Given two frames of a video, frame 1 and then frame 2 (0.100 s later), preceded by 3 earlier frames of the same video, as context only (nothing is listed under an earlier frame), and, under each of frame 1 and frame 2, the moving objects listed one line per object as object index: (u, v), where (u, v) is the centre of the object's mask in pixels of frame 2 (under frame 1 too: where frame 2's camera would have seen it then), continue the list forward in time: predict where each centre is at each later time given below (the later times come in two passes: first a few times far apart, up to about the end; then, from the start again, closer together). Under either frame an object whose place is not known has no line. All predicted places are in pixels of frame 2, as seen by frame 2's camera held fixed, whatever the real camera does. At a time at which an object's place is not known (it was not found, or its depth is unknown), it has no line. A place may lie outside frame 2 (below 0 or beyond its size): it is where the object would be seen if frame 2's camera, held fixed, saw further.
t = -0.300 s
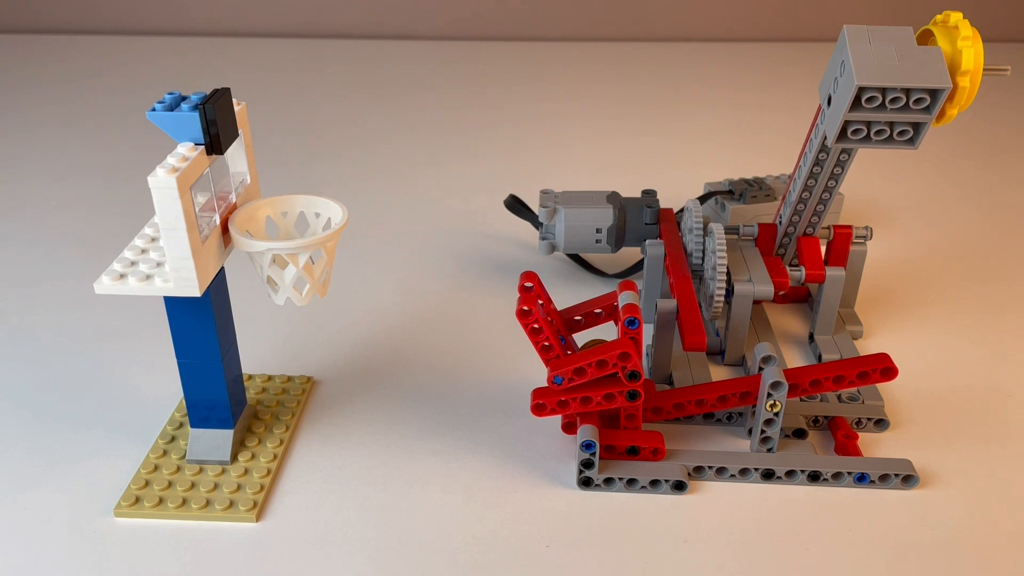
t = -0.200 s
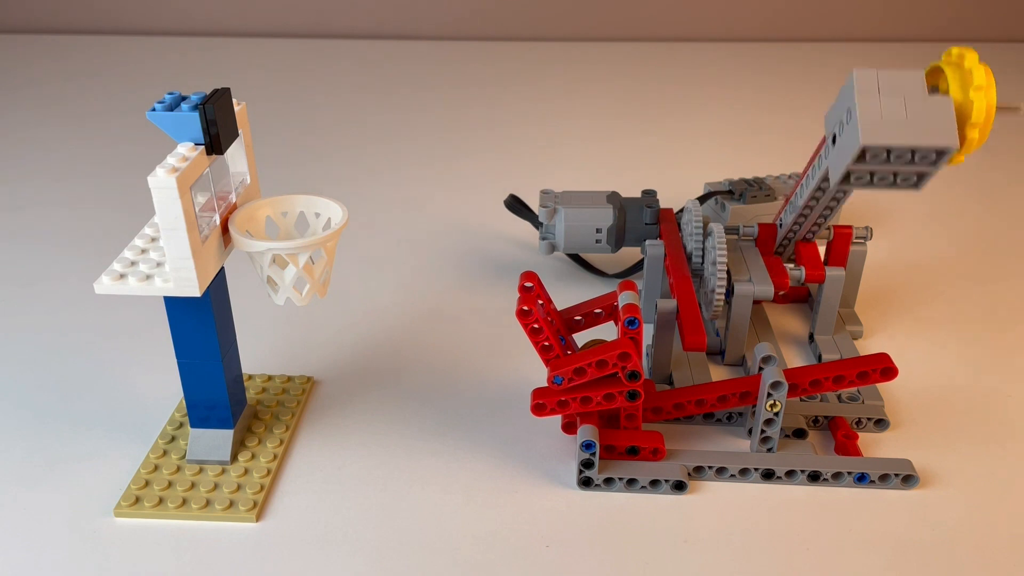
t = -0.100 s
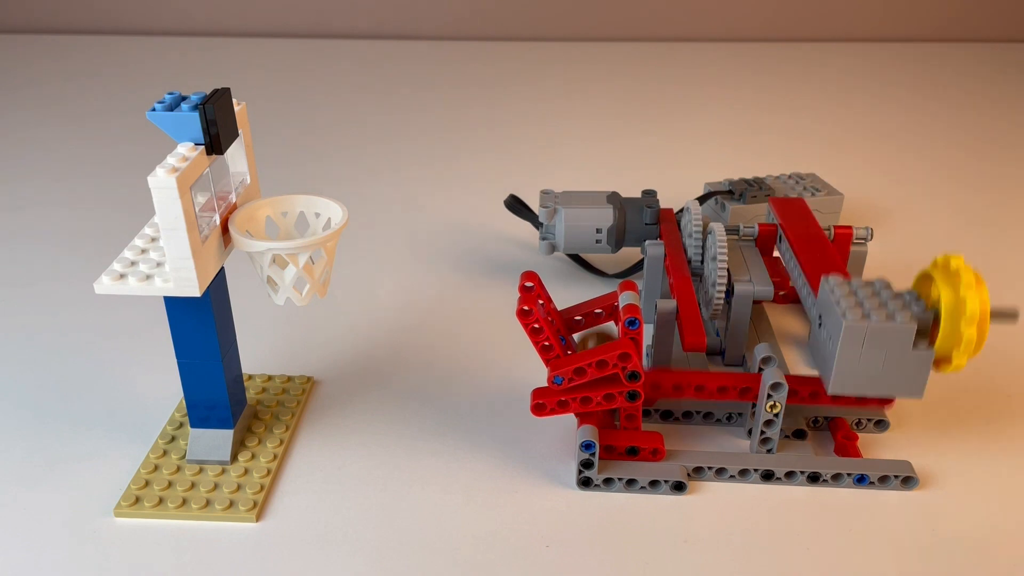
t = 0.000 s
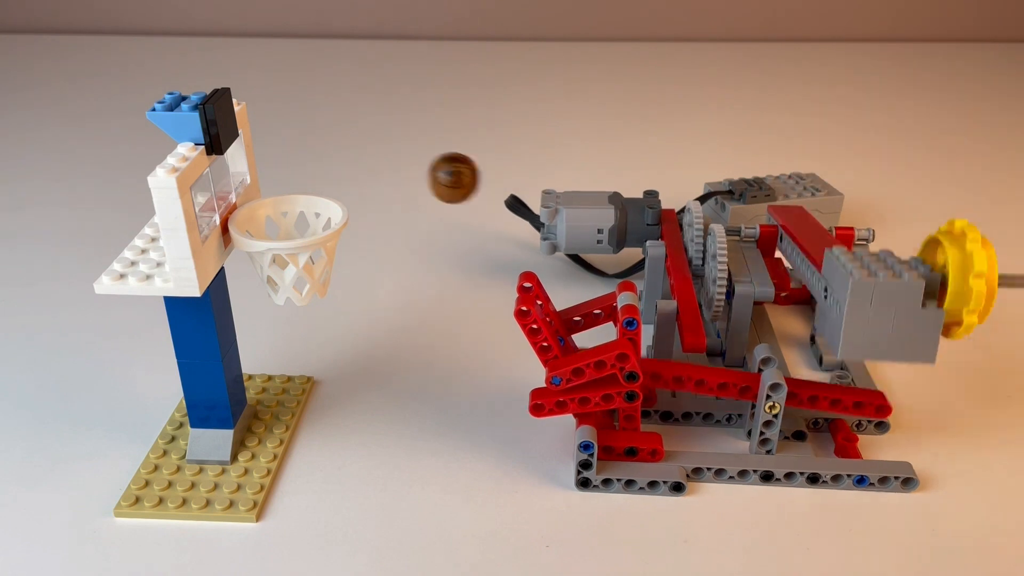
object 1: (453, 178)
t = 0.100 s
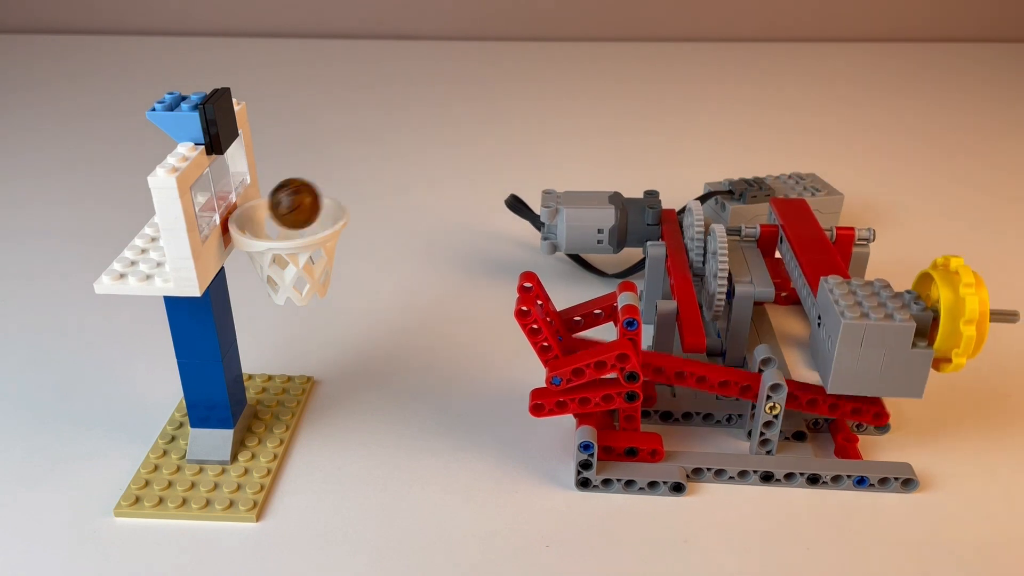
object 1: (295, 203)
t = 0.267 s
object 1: (301, 306)
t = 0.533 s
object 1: (346, 392)
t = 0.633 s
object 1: (363, 385)
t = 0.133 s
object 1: (271, 223)
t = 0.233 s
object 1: (304, 305)
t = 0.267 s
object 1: (301, 306)
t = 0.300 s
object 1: (304, 311)
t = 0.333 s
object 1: (313, 344)
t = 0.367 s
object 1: (326, 410)
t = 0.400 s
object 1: (328, 388)
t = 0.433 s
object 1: (328, 351)
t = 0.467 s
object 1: (332, 338)
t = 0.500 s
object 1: (338, 352)
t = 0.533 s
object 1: (346, 392)
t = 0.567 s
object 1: (357, 451)
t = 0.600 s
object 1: (359, 407)
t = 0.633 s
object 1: (363, 385)
